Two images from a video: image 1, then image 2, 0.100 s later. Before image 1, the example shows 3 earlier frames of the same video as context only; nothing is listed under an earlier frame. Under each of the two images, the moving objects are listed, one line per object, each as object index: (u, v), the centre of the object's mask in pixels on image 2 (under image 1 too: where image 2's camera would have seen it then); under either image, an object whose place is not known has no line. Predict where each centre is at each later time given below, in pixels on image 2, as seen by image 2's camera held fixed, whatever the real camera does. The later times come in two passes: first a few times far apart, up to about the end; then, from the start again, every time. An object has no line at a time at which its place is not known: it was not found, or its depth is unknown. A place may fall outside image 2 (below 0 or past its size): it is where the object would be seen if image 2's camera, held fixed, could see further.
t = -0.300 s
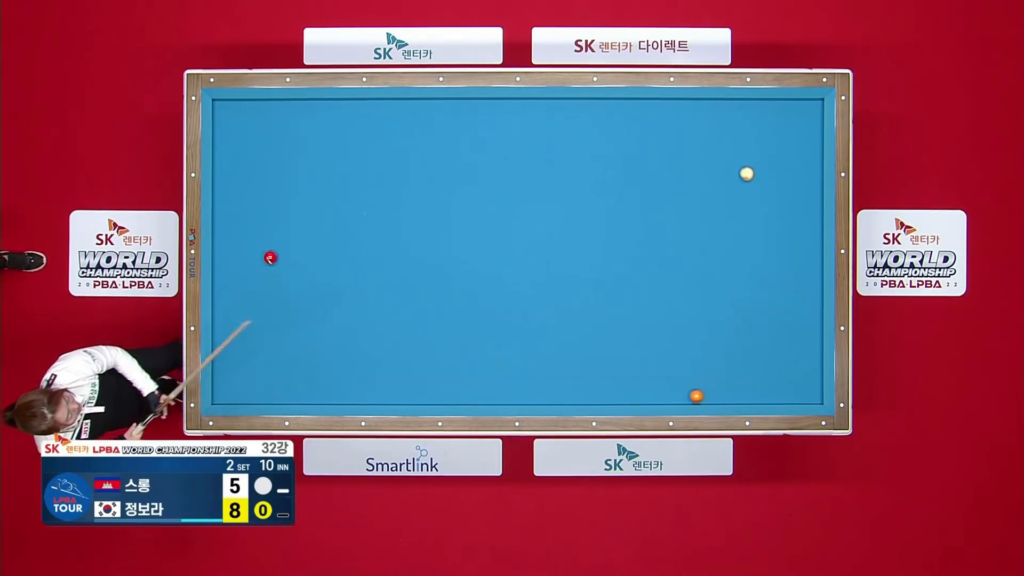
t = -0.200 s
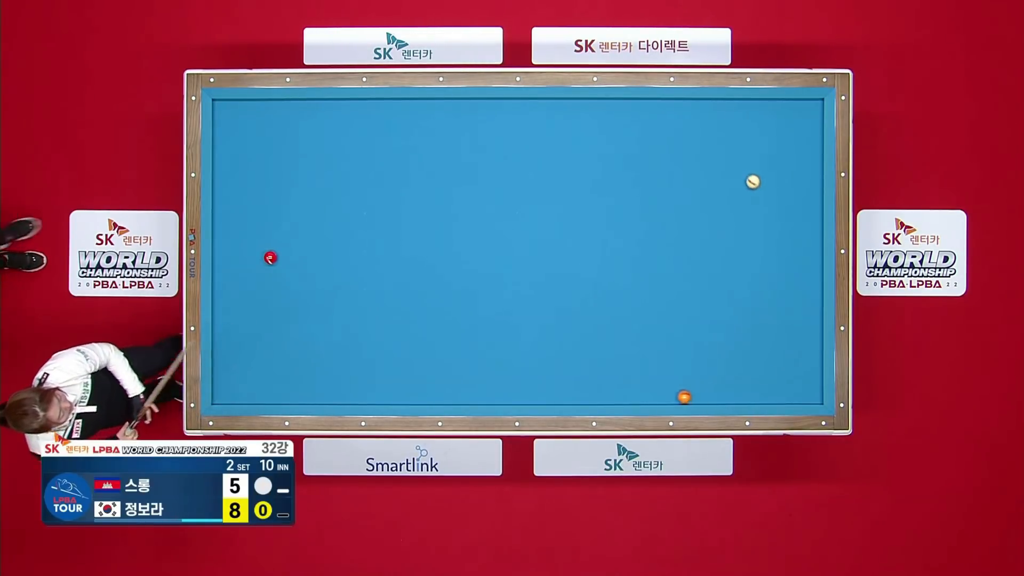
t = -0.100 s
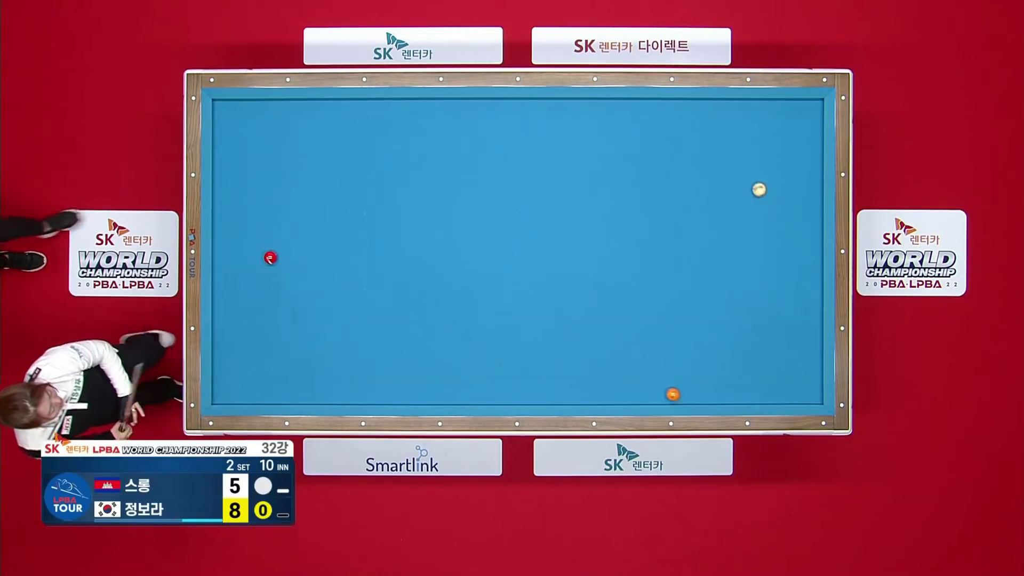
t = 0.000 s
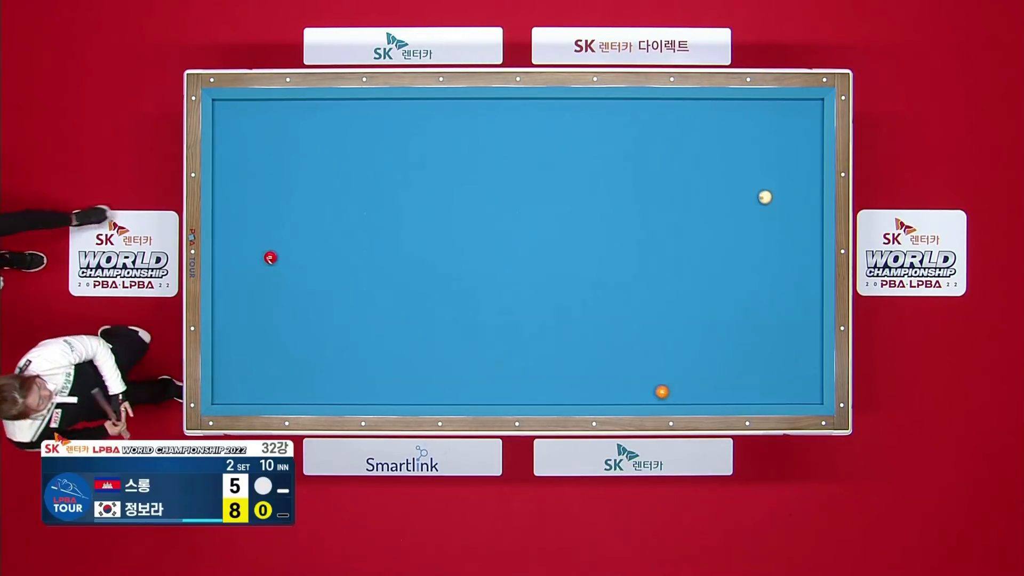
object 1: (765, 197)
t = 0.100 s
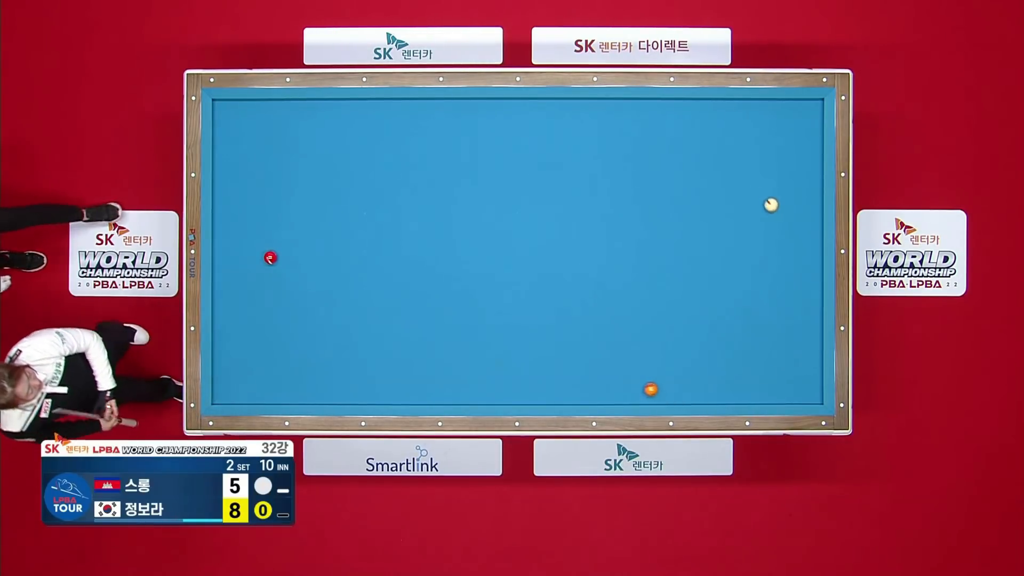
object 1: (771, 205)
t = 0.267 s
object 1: (781, 217)
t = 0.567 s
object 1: (798, 240)
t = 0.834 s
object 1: (812, 259)
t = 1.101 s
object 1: (810, 275)
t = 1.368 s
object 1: (802, 291)
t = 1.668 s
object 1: (794, 307)
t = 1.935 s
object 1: (787, 322)
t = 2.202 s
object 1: (780, 335)
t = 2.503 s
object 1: (772, 350)
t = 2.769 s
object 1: (766, 362)
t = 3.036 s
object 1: (760, 373)
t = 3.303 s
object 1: (754, 384)
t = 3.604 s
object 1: (748, 395)
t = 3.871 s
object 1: (743, 394)
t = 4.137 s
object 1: (739, 389)
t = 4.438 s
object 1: (735, 384)
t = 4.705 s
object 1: (732, 380)
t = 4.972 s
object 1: (729, 376)
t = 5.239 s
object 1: (726, 373)
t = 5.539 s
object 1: (724, 370)
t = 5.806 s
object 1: (722, 368)
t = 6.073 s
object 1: (720, 366)
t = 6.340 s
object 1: (719, 365)
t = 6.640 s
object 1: (718, 365)
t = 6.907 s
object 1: (718, 364)
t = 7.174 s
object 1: (718, 364)
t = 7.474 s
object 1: (718, 364)
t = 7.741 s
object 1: (718, 364)
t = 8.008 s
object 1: (718, 364)
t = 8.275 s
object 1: (718, 364)
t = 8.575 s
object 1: (718, 364)
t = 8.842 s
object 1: (718, 364)
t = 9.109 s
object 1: (718, 364)
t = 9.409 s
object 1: (718, 364)
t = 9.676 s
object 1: (718, 364)
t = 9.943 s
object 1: (718, 364)
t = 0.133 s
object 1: (773, 207)
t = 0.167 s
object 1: (775, 210)
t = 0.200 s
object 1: (777, 213)
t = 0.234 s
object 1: (779, 215)
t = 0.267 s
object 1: (781, 217)
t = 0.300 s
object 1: (783, 220)
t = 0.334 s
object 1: (784, 222)
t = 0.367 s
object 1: (786, 225)
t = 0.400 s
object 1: (788, 227)
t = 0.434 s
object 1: (790, 230)
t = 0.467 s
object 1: (792, 232)
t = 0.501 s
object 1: (794, 235)
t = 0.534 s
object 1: (796, 237)
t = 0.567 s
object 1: (798, 240)
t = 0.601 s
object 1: (800, 242)
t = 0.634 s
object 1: (802, 244)
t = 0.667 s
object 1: (803, 247)
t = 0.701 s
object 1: (805, 249)
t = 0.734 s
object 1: (807, 252)
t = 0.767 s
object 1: (809, 254)
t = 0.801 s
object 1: (811, 256)
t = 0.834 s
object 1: (812, 259)
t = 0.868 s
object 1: (814, 261)
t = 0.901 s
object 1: (816, 263)
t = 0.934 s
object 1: (815, 266)
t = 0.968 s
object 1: (814, 267)
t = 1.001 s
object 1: (813, 269)
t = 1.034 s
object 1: (812, 271)
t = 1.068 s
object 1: (811, 273)
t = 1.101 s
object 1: (810, 275)
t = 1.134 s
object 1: (809, 277)
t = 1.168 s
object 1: (808, 279)
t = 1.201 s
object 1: (807, 281)
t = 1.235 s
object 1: (806, 283)
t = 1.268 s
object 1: (805, 285)
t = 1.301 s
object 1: (804, 287)
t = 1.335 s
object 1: (803, 289)
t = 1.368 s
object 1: (802, 291)
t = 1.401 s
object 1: (801, 293)
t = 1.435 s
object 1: (800, 294)
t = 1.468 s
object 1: (800, 297)
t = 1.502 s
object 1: (799, 298)
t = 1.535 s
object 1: (798, 300)
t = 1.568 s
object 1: (797, 302)
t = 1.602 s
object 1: (796, 304)
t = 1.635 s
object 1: (795, 306)
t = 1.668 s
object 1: (794, 307)
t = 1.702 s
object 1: (793, 309)
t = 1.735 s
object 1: (792, 311)
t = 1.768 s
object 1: (791, 313)
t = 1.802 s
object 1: (790, 315)
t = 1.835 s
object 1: (789, 316)
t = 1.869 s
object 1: (789, 318)
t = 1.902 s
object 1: (788, 320)
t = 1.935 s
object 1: (787, 322)
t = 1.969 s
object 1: (786, 324)
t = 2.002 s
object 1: (785, 325)
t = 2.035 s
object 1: (784, 327)
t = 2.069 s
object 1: (783, 329)
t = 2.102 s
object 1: (782, 330)
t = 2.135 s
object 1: (782, 332)
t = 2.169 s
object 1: (780, 333)
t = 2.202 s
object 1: (780, 335)
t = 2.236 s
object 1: (779, 337)
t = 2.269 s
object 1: (778, 338)
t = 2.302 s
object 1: (777, 340)
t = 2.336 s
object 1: (776, 342)
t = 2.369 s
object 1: (776, 343)
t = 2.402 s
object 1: (775, 345)
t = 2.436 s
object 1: (774, 346)
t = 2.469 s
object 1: (773, 348)
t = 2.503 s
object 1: (772, 350)
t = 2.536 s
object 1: (771, 351)
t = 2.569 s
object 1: (771, 353)
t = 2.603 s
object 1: (770, 354)
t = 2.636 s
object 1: (769, 356)
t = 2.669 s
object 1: (768, 357)
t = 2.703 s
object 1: (767, 359)
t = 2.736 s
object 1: (767, 360)
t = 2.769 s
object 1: (766, 362)
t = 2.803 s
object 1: (765, 363)
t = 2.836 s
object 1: (764, 365)
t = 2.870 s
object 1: (764, 366)
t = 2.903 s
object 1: (763, 368)
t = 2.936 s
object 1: (762, 369)
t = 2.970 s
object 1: (761, 371)
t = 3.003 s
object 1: (761, 372)
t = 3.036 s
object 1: (760, 373)
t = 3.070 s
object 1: (759, 375)
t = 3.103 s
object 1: (759, 376)
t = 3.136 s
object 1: (758, 378)
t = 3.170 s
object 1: (757, 379)
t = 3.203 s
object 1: (756, 380)
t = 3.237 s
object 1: (756, 382)
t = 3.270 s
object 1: (755, 383)
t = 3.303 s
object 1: (754, 384)
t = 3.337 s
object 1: (754, 385)
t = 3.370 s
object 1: (753, 387)
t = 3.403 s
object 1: (752, 388)
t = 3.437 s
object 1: (752, 389)
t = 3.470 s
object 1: (751, 391)
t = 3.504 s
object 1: (750, 392)
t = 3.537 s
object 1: (750, 393)
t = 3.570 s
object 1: (749, 394)
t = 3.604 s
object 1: (748, 395)
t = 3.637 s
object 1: (747, 397)
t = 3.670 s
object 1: (747, 398)
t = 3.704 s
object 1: (746, 398)
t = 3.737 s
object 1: (745, 397)
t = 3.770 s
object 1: (745, 397)
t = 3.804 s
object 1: (744, 396)
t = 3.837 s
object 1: (744, 395)
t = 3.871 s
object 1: (743, 394)
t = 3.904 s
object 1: (743, 393)
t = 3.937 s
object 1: (742, 393)
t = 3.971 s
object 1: (742, 392)
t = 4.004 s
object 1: (742, 391)
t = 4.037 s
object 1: (741, 391)
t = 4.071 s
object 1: (740, 390)
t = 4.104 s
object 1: (740, 390)
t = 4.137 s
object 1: (739, 389)
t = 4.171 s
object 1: (739, 388)
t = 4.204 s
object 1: (738, 388)
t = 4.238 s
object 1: (738, 387)
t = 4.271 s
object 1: (737, 387)
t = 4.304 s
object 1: (737, 386)
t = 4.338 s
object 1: (736, 385)
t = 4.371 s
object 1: (736, 385)
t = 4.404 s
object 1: (735, 384)
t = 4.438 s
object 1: (735, 384)
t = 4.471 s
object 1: (735, 384)
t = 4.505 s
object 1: (734, 383)
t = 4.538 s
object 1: (734, 382)
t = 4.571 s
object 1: (733, 382)
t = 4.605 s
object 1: (733, 381)
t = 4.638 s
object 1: (733, 381)
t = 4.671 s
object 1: (732, 380)
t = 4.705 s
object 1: (732, 380)
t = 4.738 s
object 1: (732, 379)
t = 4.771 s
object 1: (731, 379)
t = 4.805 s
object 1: (731, 378)
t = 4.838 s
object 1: (730, 378)
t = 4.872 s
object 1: (730, 377)
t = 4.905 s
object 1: (730, 377)
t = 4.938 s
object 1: (729, 376)
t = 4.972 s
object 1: (729, 376)
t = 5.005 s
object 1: (729, 376)
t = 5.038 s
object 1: (728, 375)
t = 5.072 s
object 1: (728, 375)
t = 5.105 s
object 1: (728, 374)
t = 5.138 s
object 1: (727, 374)
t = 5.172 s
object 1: (727, 374)
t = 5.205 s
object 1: (727, 373)
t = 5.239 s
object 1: (726, 373)
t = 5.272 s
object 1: (726, 372)
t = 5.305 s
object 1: (726, 372)
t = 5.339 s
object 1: (725, 372)
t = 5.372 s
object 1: (725, 371)
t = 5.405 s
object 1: (725, 371)
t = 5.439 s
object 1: (724, 371)
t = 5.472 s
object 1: (724, 370)
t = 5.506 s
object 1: (724, 370)
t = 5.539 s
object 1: (724, 370)
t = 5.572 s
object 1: (723, 369)
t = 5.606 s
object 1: (723, 369)
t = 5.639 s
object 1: (723, 369)
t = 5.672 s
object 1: (723, 369)
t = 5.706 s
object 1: (722, 369)
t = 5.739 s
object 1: (722, 368)
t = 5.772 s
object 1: (722, 368)
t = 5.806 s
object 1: (722, 368)
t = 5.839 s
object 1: (722, 368)
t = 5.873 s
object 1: (721, 367)
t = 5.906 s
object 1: (721, 367)
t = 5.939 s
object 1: (721, 367)
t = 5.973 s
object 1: (721, 367)
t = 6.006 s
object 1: (721, 367)
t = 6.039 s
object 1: (721, 367)
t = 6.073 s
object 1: (720, 366)
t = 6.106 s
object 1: (720, 366)
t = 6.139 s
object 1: (720, 366)
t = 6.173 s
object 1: (720, 366)
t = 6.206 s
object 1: (720, 366)
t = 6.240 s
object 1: (720, 366)
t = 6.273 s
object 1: (719, 366)
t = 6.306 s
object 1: (719, 366)
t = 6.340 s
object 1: (719, 365)
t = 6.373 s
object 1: (719, 365)
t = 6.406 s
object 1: (719, 365)
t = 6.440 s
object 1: (719, 365)
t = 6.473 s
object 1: (719, 365)
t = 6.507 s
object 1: (719, 365)
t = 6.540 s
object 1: (719, 365)
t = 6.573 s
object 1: (719, 365)
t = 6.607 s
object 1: (719, 365)
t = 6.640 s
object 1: (718, 365)
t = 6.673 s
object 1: (718, 365)
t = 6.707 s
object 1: (718, 365)
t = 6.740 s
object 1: (718, 365)
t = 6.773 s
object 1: (718, 364)
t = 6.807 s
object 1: (718, 364)
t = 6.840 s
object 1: (718, 364)
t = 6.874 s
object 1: (718, 364)
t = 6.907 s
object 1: (718, 364)
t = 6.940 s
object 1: (718, 364)
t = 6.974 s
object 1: (718, 364)
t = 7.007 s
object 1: (718, 364)
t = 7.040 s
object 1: (718, 364)
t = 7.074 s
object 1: (718, 364)
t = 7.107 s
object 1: (718, 364)
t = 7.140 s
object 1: (718, 364)
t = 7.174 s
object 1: (718, 364)
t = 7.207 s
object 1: (718, 364)
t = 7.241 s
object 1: (718, 364)
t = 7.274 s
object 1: (718, 364)
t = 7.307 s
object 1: (718, 364)
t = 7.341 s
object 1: (718, 364)
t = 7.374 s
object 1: (718, 364)
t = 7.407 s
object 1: (718, 364)
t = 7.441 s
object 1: (718, 364)
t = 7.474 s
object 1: (718, 364)
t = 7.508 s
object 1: (718, 364)
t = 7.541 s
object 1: (718, 364)
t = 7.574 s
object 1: (718, 364)
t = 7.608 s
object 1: (718, 364)
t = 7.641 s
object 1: (718, 364)
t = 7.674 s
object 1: (718, 364)
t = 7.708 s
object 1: (718, 364)
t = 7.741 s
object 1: (718, 364)
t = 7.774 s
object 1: (718, 364)
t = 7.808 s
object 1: (718, 364)
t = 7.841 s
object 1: (718, 364)
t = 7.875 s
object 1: (718, 364)
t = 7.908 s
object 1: (718, 364)
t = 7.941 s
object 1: (718, 364)
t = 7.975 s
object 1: (718, 364)
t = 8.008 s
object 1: (718, 364)
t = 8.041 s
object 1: (718, 364)
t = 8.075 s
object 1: (718, 364)
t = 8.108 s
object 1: (718, 364)
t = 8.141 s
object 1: (718, 364)
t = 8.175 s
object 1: (718, 364)
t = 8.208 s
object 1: (718, 364)
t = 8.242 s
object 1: (718, 364)
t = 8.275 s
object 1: (718, 364)
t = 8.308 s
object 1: (718, 364)
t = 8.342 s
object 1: (718, 364)
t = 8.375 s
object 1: (718, 364)
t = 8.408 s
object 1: (718, 364)
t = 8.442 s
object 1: (718, 364)
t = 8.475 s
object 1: (718, 364)
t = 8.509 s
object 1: (718, 364)
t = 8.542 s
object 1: (718, 364)
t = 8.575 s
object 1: (718, 364)
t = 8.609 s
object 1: (718, 364)
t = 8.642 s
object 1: (718, 364)
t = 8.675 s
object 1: (718, 364)
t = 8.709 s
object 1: (718, 364)
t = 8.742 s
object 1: (718, 364)
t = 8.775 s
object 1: (718, 364)
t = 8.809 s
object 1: (718, 364)
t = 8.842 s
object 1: (718, 364)
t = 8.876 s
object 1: (718, 364)
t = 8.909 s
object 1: (718, 364)
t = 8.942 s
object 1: (718, 364)
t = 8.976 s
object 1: (718, 364)
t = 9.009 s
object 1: (718, 364)
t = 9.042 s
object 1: (718, 364)
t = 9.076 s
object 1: (718, 364)
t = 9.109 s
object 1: (718, 364)
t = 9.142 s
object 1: (718, 364)
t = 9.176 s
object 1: (718, 364)
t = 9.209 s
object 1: (718, 364)
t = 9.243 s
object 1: (718, 364)
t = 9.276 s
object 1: (718, 364)
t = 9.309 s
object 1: (718, 364)
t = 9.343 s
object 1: (718, 364)
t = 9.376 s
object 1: (718, 364)
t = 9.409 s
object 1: (718, 364)
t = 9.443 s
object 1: (718, 364)
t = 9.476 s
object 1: (718, 364)
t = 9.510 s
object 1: (718, 364)
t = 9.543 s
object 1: (718, 364)
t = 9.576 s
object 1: (718, 364)
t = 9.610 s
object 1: (718, 364)
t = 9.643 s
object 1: (718, 364)
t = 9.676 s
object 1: (718, 364)
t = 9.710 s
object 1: (718, 364)
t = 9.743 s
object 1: (718, 364)
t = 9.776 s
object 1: (718, 364)
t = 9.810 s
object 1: (718, 364)
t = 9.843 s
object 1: (718, 364)
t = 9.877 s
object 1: (718, 364)
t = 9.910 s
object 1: (718, 364)
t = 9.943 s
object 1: (718, 364)
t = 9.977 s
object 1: (718, 364)
